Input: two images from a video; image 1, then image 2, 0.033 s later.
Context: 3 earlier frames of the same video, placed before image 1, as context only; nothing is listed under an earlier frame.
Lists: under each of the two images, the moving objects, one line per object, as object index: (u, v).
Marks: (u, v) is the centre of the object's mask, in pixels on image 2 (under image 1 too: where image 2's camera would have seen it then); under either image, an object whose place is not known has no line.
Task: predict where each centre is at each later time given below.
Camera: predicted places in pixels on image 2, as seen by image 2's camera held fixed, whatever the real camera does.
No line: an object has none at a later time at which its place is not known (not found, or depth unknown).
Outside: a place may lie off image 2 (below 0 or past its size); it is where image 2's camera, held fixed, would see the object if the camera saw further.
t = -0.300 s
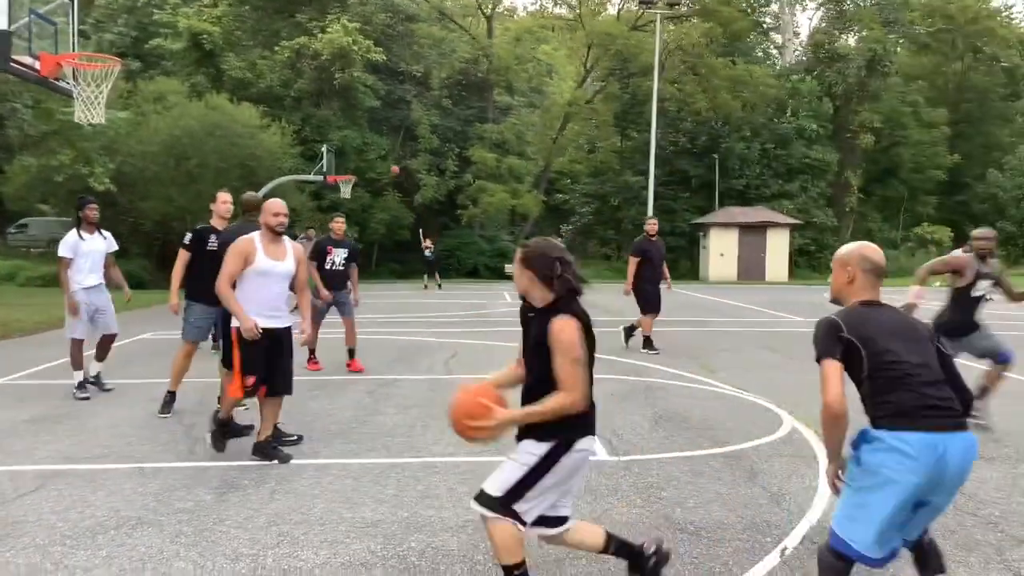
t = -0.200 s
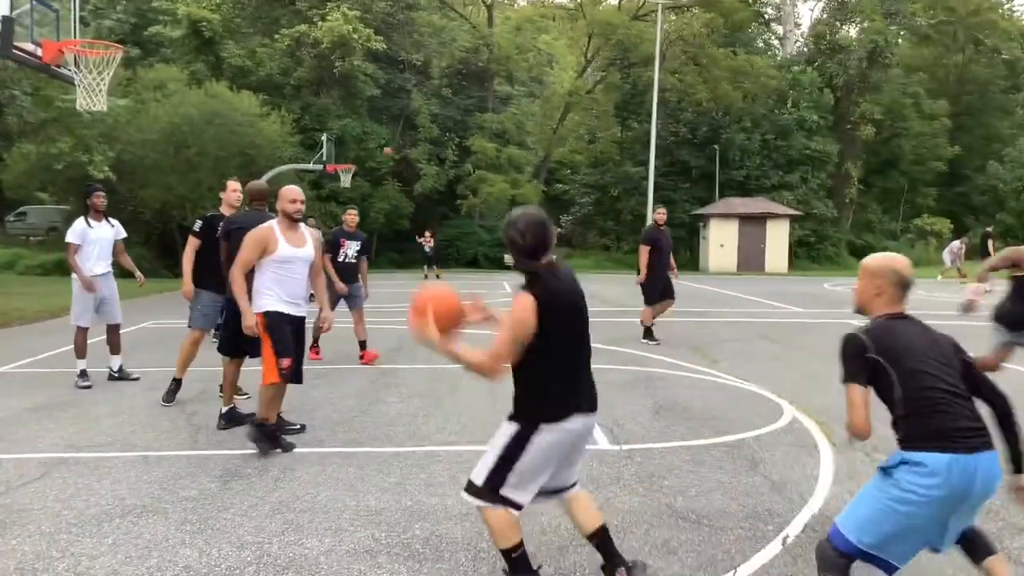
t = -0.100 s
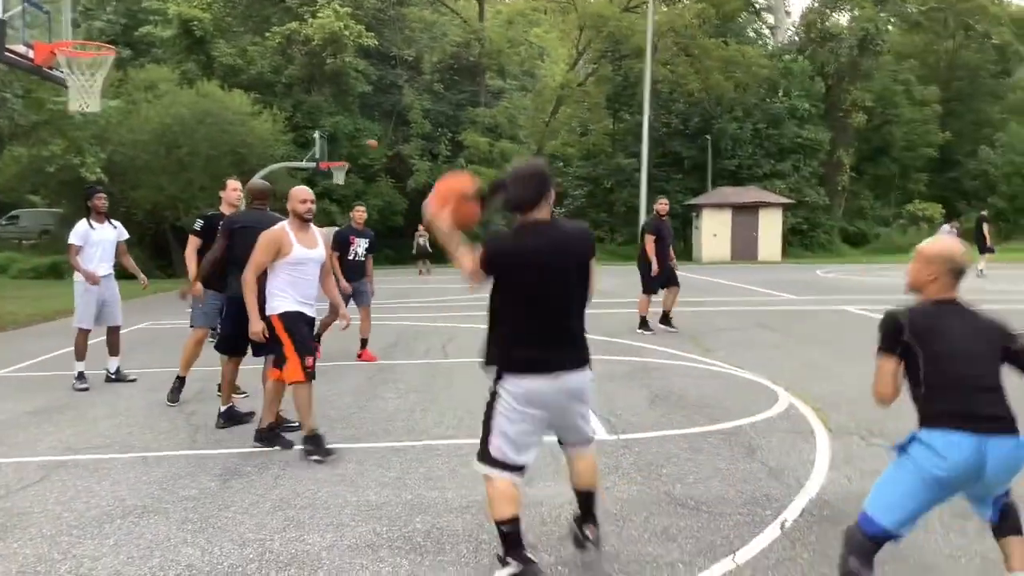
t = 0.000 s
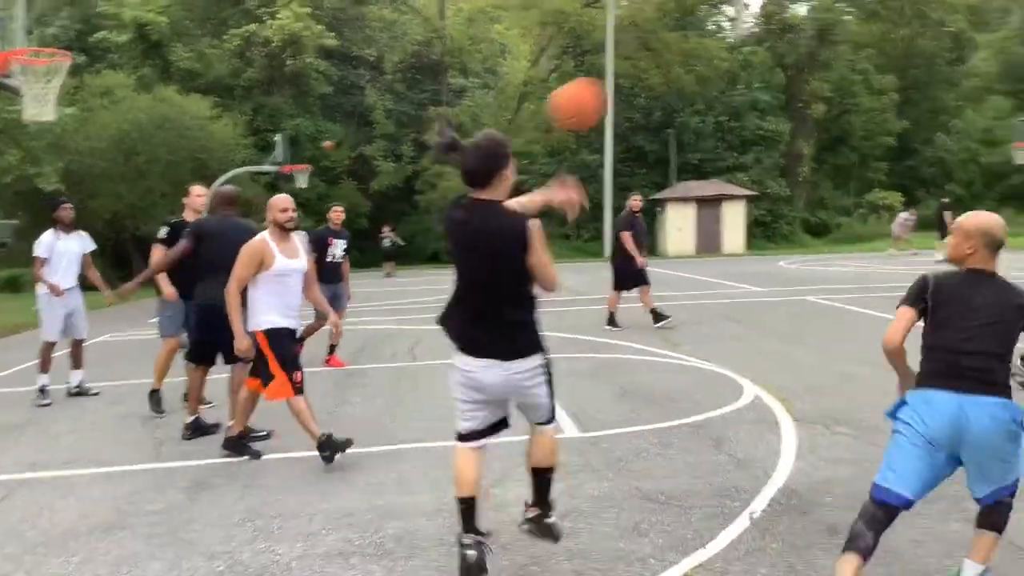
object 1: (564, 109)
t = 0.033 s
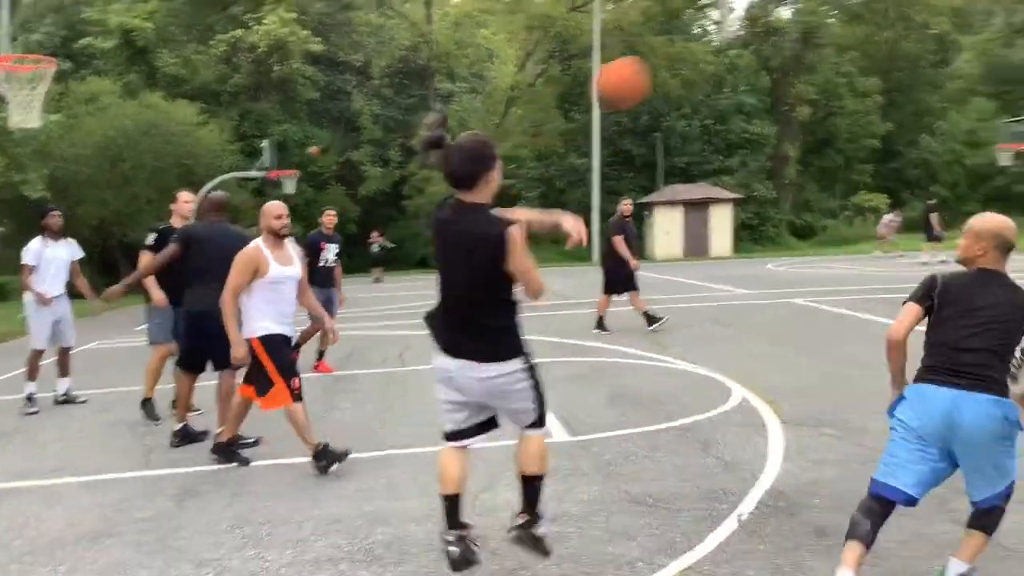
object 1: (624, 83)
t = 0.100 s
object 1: (725, 42)
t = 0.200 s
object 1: (857, -2)
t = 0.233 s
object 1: (894, -10)
